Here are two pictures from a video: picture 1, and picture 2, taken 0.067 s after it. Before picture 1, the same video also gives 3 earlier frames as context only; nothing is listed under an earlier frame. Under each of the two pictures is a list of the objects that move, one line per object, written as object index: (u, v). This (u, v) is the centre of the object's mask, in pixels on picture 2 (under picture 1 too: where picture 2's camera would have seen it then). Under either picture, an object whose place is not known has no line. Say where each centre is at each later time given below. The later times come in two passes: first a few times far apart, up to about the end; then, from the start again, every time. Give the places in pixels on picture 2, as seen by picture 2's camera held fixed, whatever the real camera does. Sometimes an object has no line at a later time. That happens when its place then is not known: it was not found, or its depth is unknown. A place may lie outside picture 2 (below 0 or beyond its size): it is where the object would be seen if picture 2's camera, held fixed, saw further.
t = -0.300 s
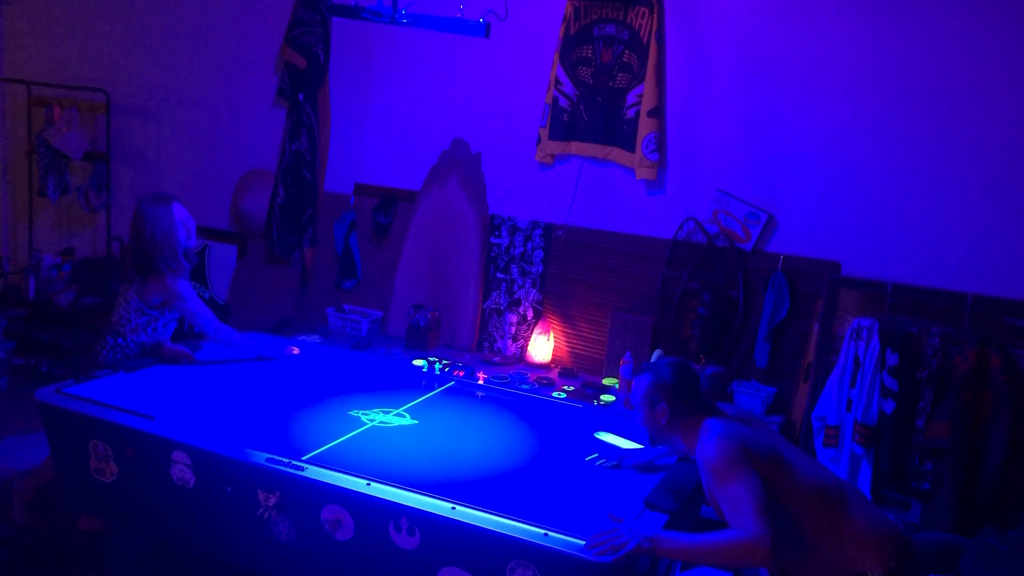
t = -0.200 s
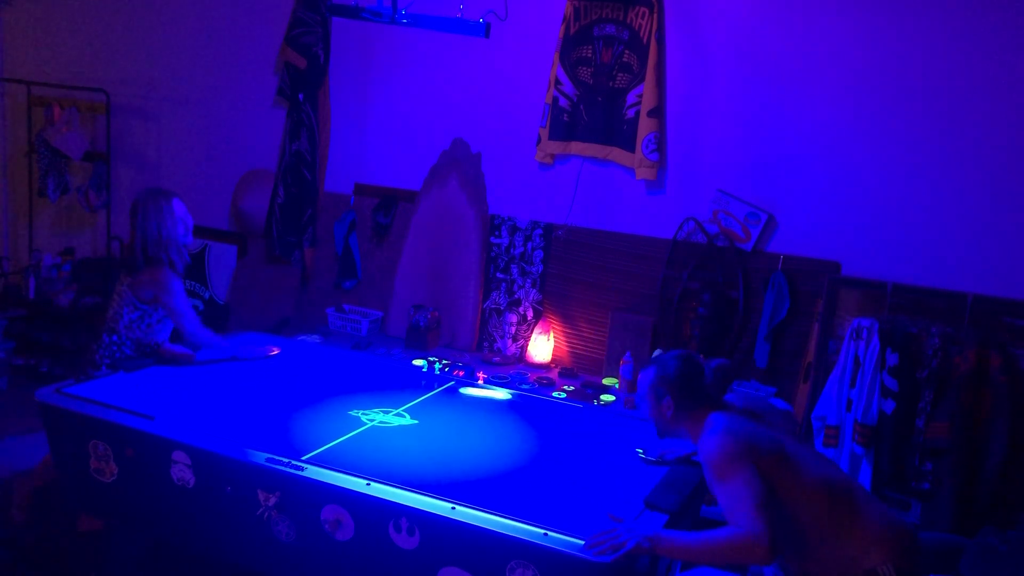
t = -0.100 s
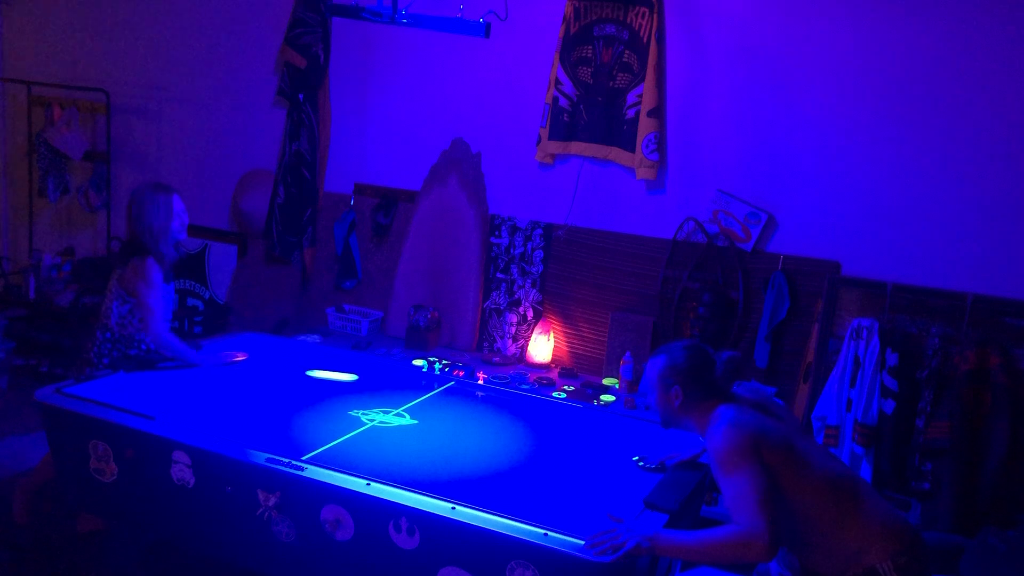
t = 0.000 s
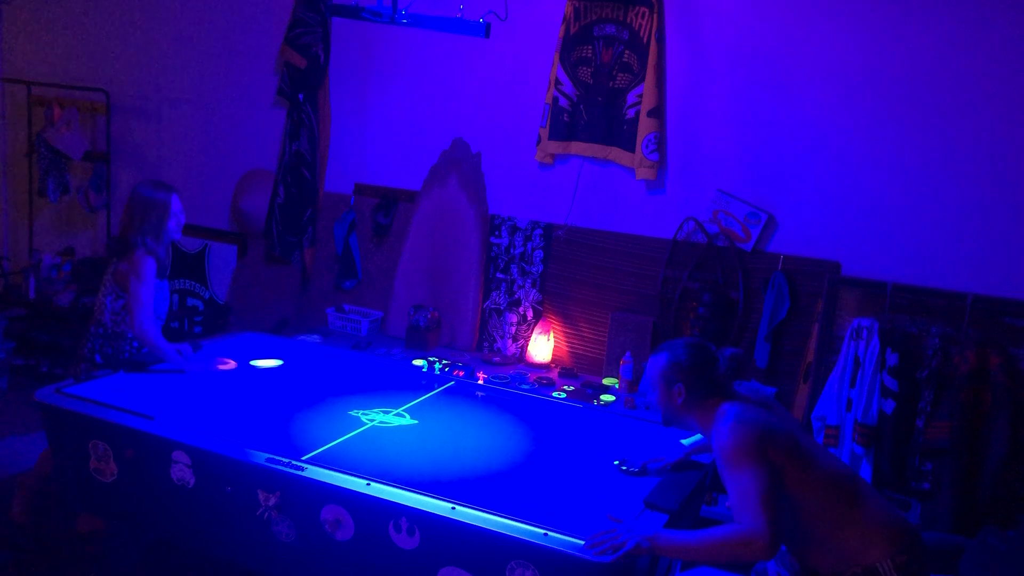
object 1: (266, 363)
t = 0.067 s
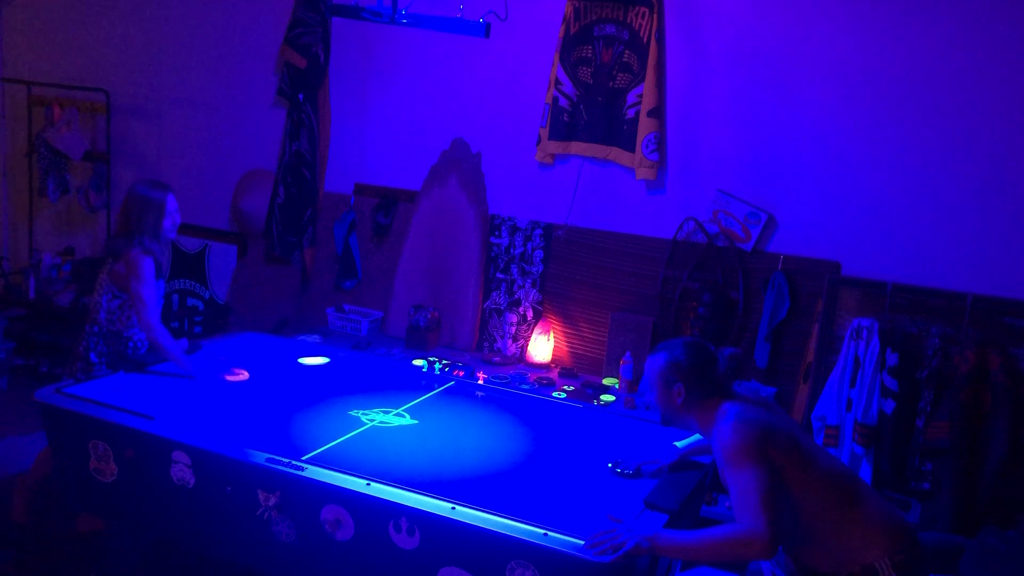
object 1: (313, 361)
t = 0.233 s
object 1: (342, 384)
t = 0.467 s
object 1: (352, 440)
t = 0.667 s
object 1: (418, 465)
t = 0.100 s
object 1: (334, 360)
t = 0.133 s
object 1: (339, 365)
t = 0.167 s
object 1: (340, 371)
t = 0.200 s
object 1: (341, 378)
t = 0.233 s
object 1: (342, 384)
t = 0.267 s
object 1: (343, 391)
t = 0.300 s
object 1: (345, 398)
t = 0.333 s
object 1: (346, 406)
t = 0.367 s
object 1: (347, 414)
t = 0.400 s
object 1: (349, 422)
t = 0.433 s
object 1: (350, 431)
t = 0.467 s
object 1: (352, 440)
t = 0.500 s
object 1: (353, 450)
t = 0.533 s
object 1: (355, 460)
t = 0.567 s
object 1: (358, 469)
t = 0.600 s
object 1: (375, 471)
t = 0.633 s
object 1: (397, 468)
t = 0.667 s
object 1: (418, 465)
